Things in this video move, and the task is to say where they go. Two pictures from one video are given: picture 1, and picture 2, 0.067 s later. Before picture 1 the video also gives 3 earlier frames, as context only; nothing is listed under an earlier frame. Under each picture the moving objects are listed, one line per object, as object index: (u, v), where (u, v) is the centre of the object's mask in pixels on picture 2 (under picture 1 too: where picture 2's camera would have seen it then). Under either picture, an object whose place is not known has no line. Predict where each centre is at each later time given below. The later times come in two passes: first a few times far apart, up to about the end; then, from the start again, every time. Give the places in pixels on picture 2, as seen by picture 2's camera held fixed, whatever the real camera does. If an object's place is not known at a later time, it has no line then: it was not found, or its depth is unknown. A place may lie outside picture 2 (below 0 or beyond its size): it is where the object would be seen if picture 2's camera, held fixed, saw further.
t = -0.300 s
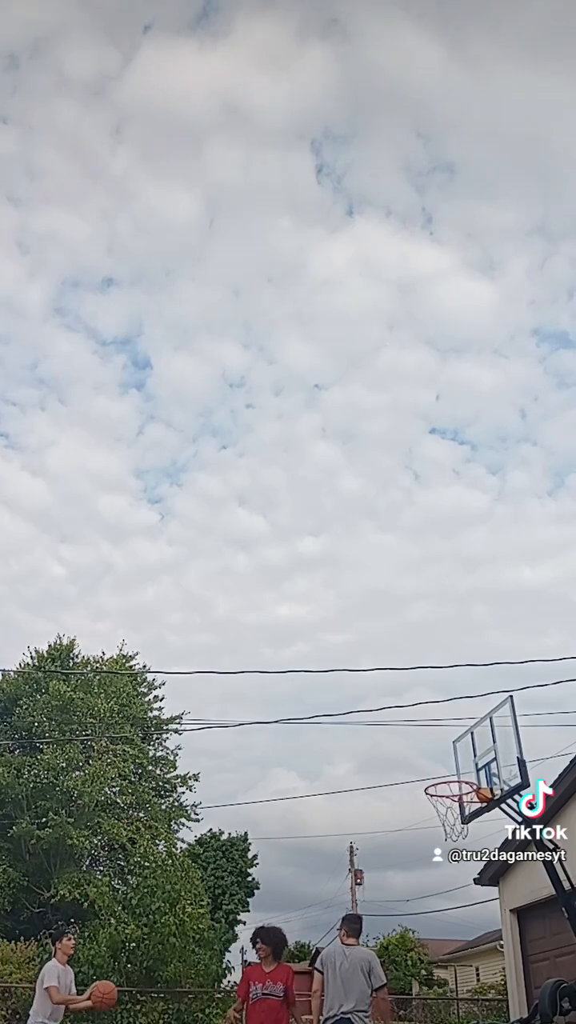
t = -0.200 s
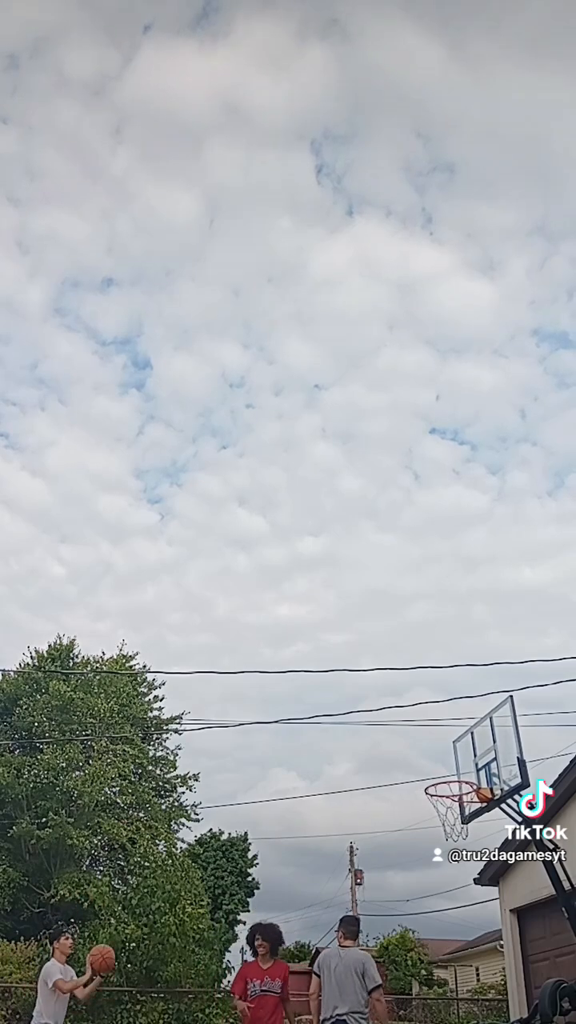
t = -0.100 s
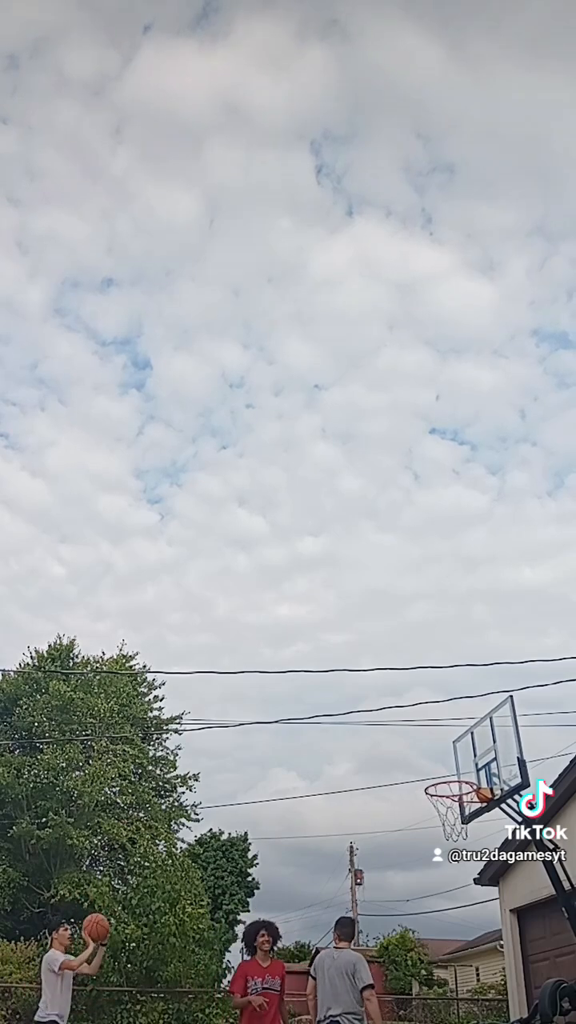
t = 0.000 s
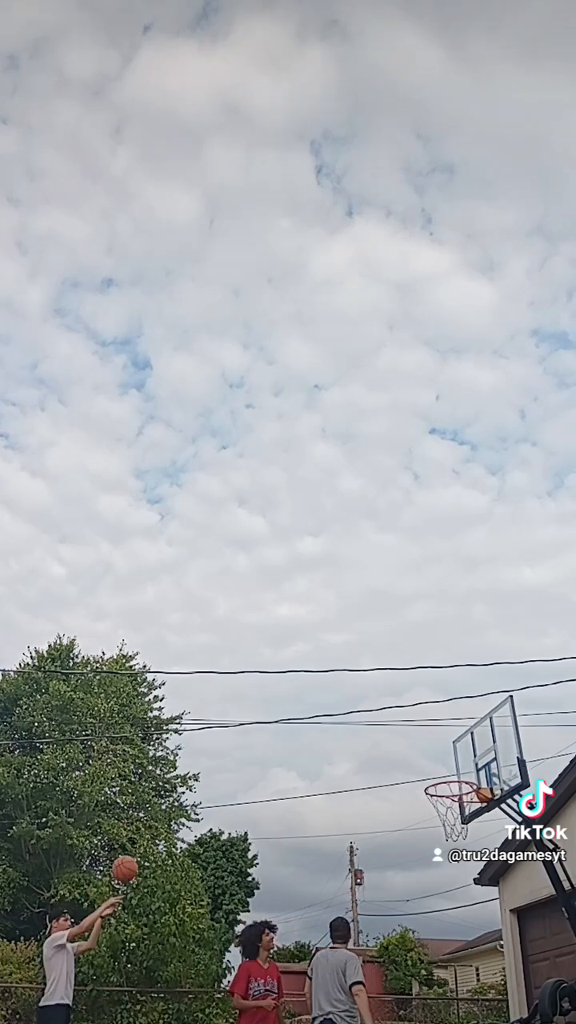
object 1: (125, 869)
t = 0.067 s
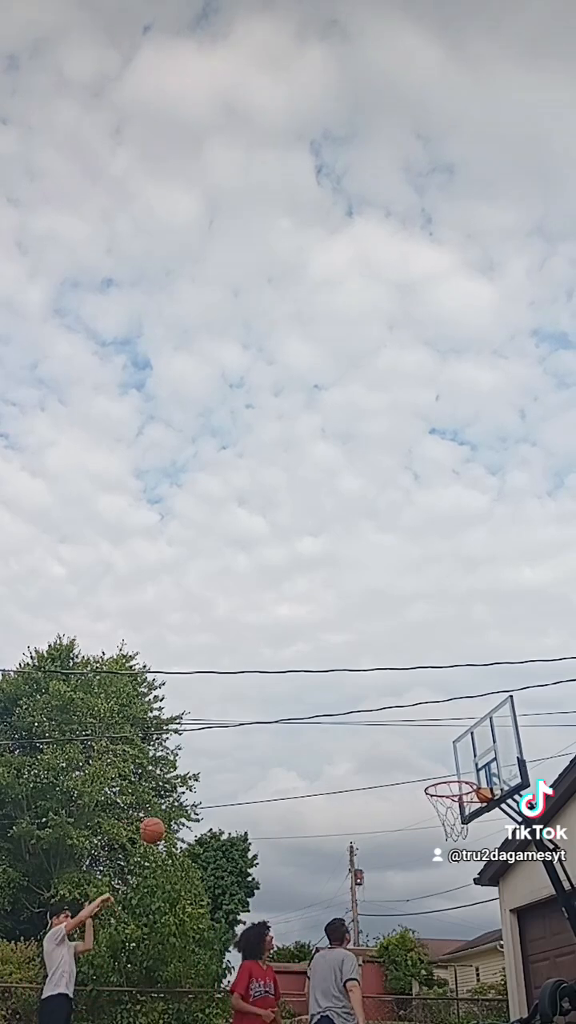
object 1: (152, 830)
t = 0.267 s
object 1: (229, 745)
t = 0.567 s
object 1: (337, 691)
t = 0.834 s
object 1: (440, 714)
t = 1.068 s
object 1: (486, 786)
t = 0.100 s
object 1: (165, 812)
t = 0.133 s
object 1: (178, 797)
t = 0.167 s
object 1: (191, 782)
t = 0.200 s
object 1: (204, 768)
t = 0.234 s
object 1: (216, 756)
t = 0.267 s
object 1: (229, 745)
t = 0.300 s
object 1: (241, 735)
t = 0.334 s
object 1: (253, 726)
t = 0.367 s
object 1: (265, 718)
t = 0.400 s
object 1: (277, 711)
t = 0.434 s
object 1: (289, 705)
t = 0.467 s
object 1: (301, 700)
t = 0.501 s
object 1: (313, 696)
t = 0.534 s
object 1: (325, 693)
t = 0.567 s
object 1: (337, 691)
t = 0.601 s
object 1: (349, 690)
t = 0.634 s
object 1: (362, 690)
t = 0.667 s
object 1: (374, 691)
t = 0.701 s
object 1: (387, 694)
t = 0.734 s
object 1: (399, 697)
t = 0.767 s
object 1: (413, 701)
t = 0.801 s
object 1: (426, 707)
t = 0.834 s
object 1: (440, 714)
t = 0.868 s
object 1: (454, 722)
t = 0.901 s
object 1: (468, 731)
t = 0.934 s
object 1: (482, 741)
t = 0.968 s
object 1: (493, 752)
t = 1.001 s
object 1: (491, 762)
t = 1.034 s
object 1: (488, 772)
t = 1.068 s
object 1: (486, 786)
